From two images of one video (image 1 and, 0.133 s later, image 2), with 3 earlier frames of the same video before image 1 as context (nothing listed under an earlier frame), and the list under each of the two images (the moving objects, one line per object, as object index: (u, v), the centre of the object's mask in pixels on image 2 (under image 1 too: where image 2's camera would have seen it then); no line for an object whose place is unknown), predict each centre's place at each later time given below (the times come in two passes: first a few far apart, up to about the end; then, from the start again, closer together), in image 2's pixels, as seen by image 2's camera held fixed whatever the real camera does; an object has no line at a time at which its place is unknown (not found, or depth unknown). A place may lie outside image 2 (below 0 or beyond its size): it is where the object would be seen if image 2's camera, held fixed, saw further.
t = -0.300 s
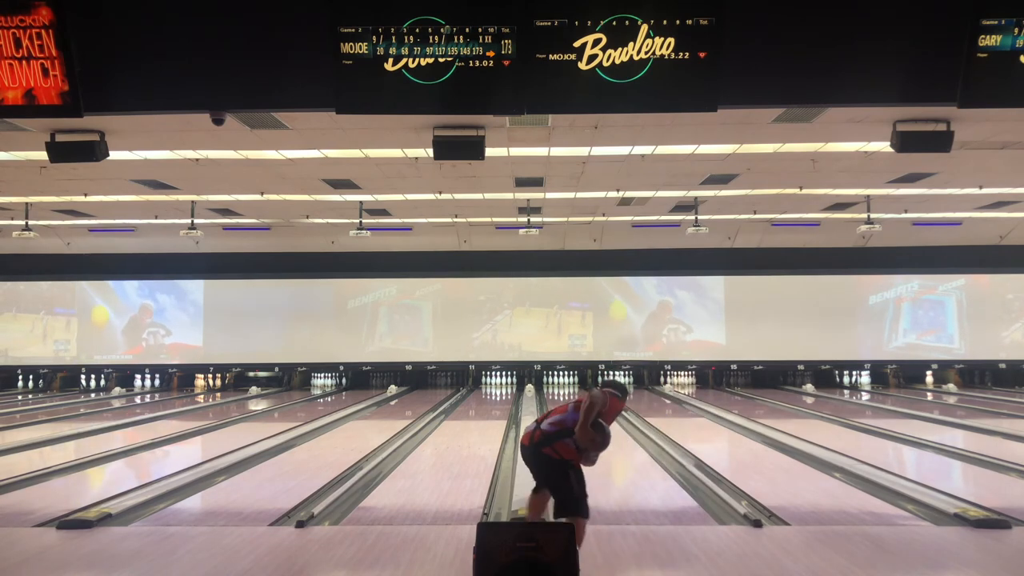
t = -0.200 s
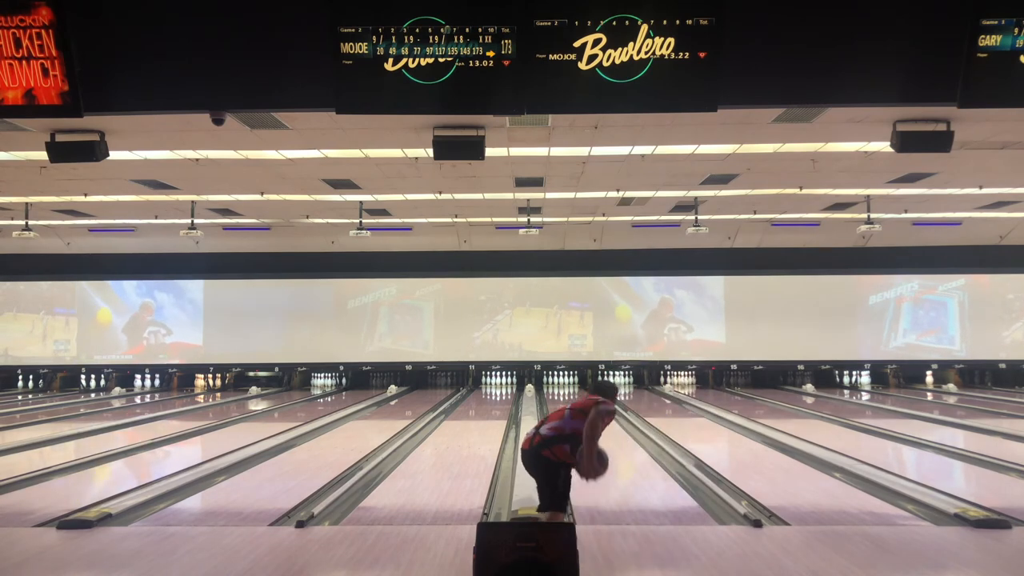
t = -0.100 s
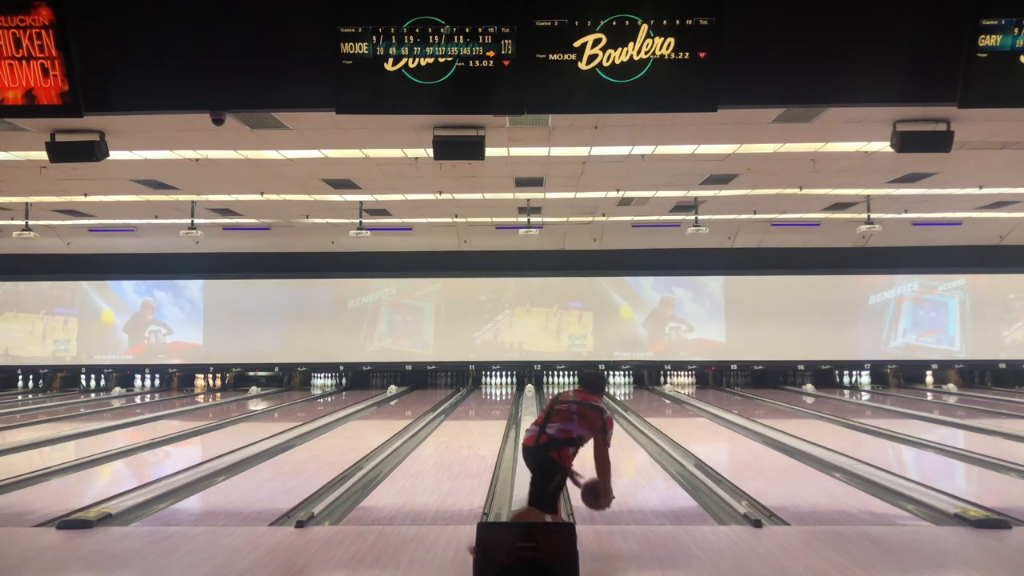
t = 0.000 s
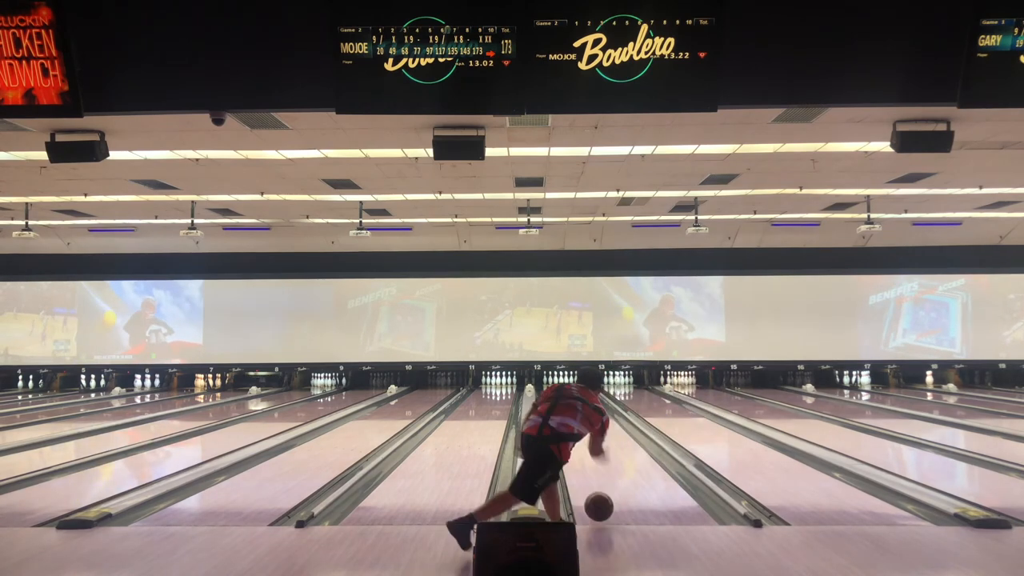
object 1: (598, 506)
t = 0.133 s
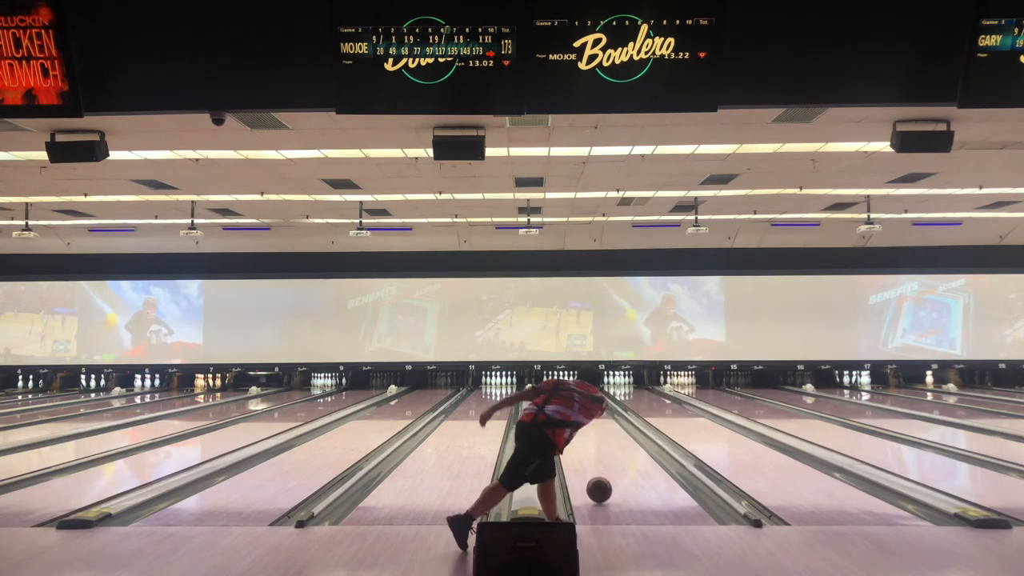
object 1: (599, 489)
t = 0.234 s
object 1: (599, 478)
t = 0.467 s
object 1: (602, 455)
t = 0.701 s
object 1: (598, 438)
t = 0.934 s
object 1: (597, 426)
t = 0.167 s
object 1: (599, 486)
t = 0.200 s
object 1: (599, 481)
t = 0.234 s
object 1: (599, 478)
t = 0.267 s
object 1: (599, 474)
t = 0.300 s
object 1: (599, 470)
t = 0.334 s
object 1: (599, 467)
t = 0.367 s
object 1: (598, 464)
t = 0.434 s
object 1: (604, 458)
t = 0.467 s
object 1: (602, 455)
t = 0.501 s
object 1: (600, 452)
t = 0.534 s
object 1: (598, 450)
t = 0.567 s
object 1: (598, 447)
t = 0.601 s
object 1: (598, 445)
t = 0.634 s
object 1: (598, 442)
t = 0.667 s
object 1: (598, 440)
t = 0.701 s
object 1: (598, 438)
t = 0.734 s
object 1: (597, 436)
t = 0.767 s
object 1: (597, 434)
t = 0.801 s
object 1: (597, 433)
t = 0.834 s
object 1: (597, 431)
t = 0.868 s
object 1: (597, 429)
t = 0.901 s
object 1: (597, 428)
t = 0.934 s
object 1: (597, 426)
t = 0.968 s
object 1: (598, 425)
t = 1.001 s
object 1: (599, 424)
